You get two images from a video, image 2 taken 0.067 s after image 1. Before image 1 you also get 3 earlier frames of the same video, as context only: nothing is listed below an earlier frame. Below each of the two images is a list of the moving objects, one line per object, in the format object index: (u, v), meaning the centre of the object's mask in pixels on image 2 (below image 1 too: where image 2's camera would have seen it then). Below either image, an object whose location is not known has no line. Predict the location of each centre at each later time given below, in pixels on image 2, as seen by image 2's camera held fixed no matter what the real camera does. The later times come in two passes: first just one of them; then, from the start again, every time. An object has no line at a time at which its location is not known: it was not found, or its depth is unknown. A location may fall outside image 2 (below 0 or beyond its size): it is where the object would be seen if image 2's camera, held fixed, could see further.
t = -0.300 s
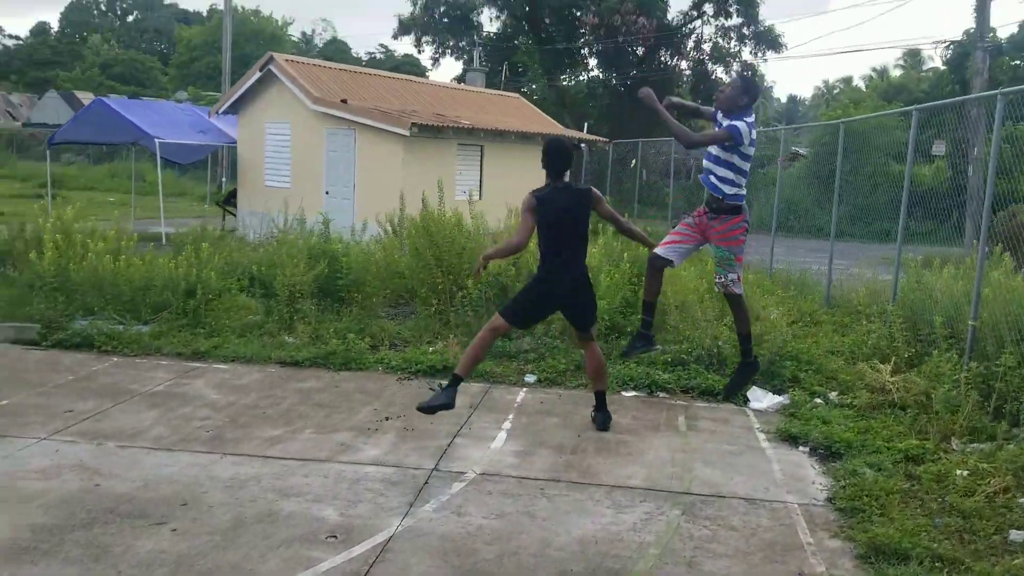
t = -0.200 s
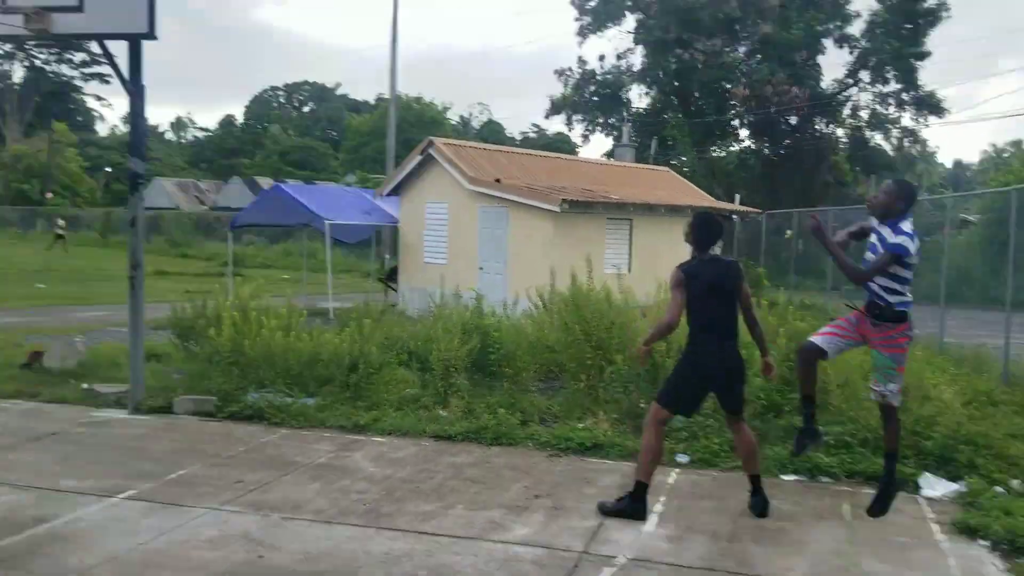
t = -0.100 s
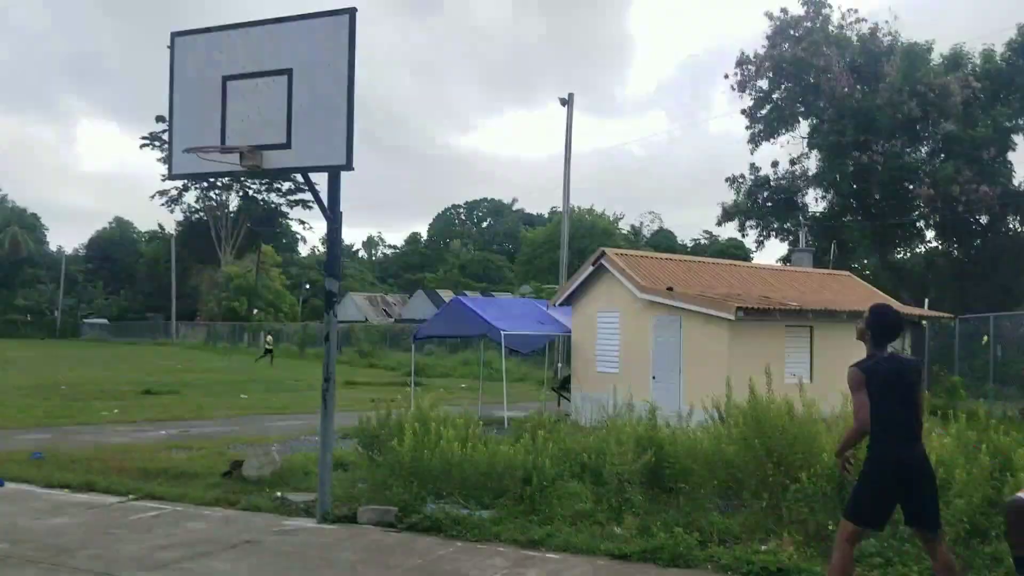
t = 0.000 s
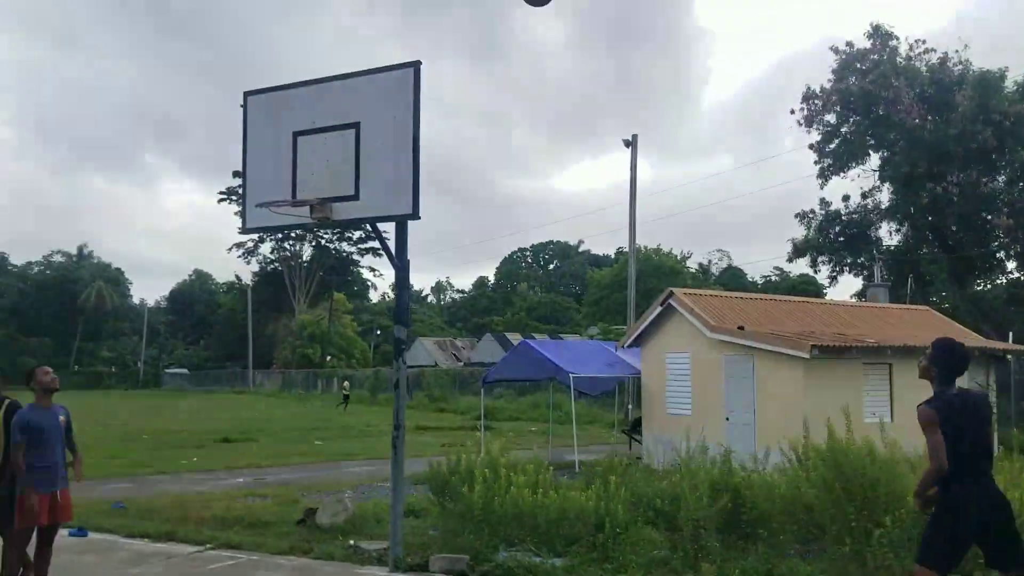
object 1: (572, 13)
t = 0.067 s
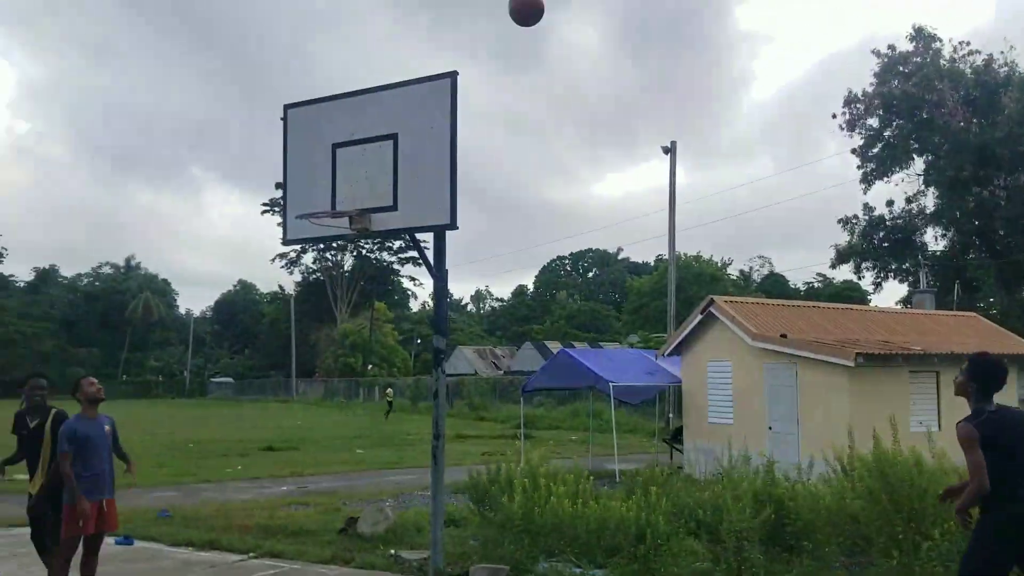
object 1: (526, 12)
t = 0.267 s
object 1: (398, 73)
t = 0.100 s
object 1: (504, 15)
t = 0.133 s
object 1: (483, 24)
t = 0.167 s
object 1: (462, 34)
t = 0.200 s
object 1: (441, 46)
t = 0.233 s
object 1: (419, 59)
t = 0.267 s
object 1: (398, 73)
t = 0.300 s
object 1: (378, 89)
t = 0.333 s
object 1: (359, 106)
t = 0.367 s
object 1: (340, 124)
